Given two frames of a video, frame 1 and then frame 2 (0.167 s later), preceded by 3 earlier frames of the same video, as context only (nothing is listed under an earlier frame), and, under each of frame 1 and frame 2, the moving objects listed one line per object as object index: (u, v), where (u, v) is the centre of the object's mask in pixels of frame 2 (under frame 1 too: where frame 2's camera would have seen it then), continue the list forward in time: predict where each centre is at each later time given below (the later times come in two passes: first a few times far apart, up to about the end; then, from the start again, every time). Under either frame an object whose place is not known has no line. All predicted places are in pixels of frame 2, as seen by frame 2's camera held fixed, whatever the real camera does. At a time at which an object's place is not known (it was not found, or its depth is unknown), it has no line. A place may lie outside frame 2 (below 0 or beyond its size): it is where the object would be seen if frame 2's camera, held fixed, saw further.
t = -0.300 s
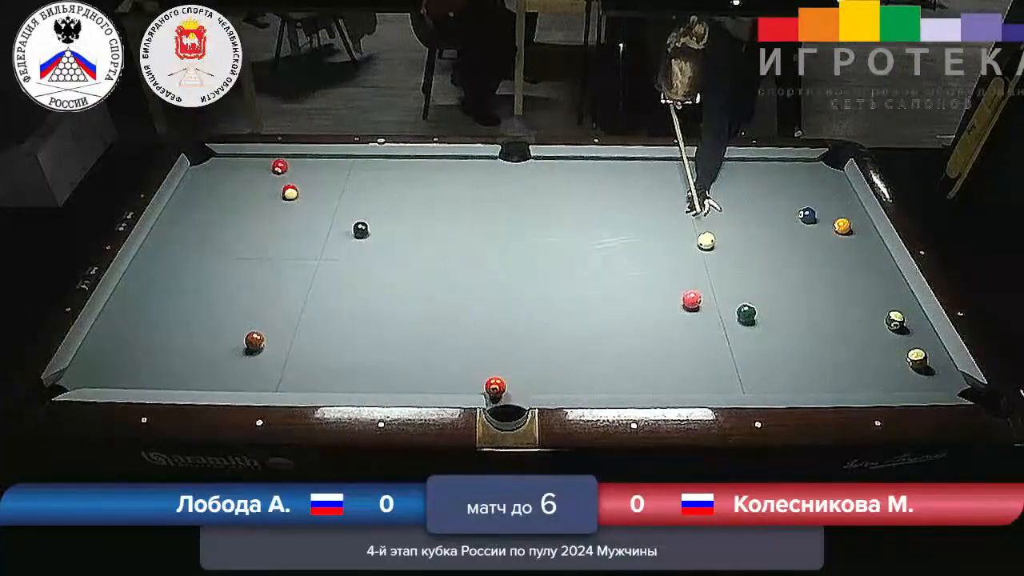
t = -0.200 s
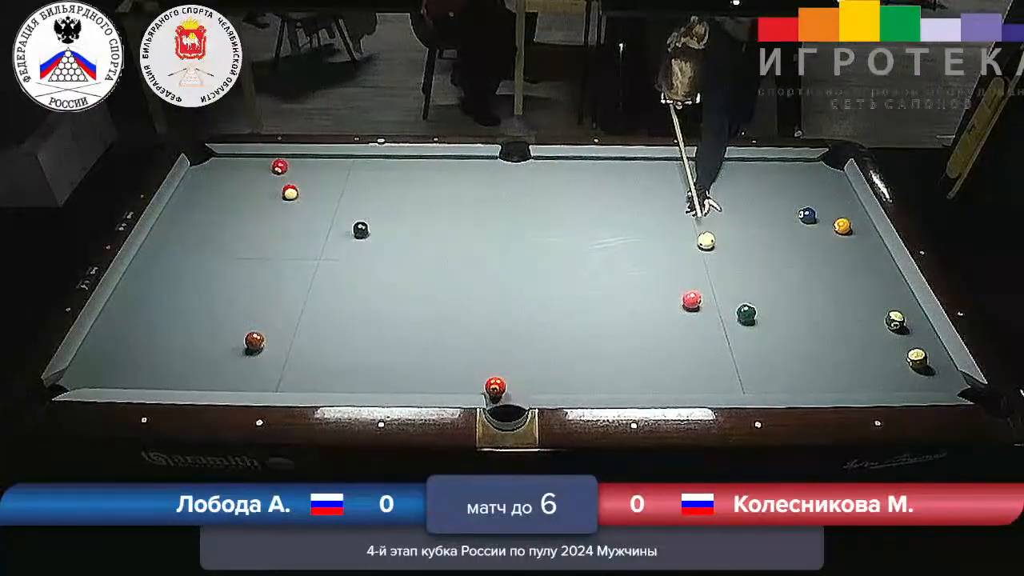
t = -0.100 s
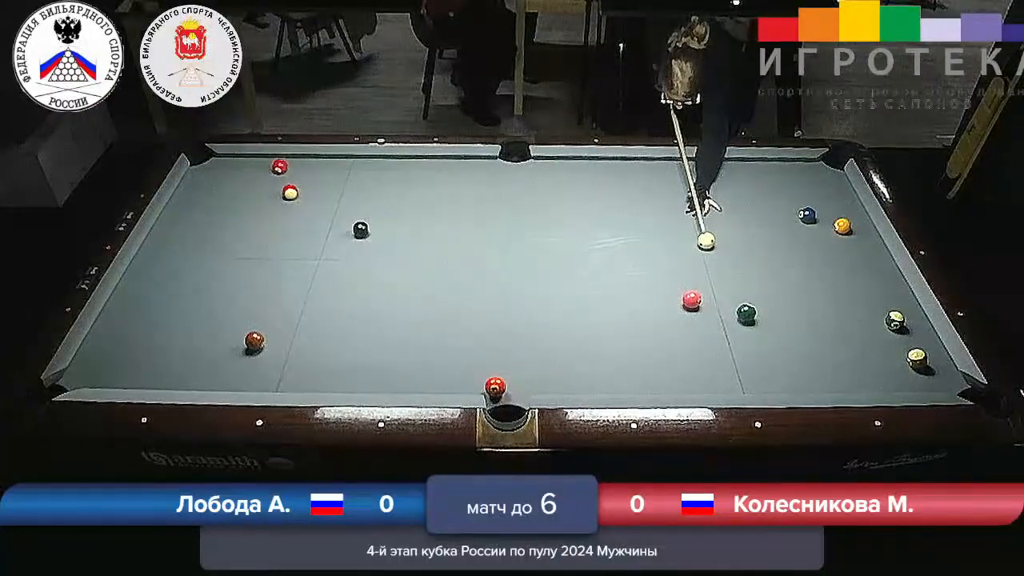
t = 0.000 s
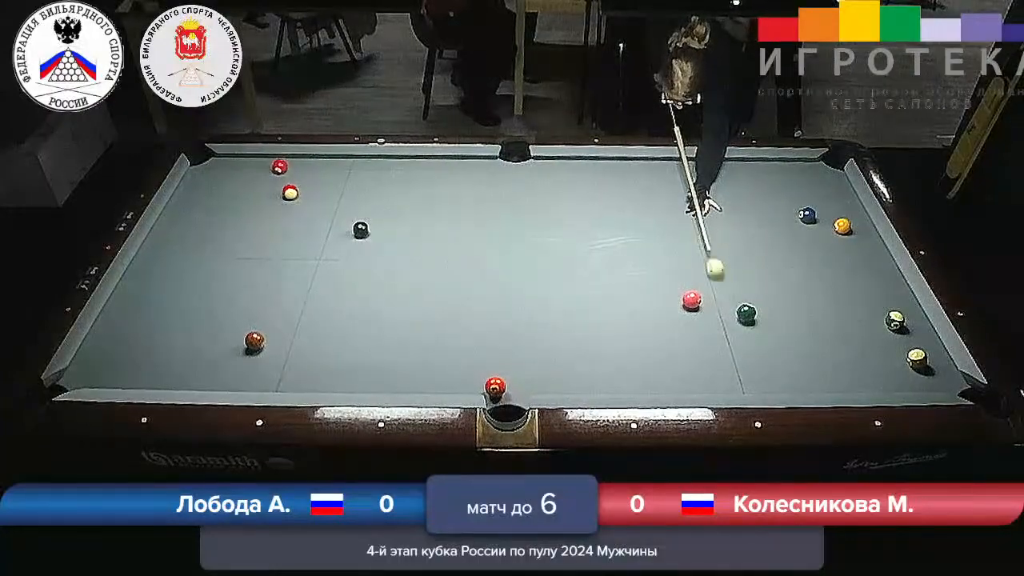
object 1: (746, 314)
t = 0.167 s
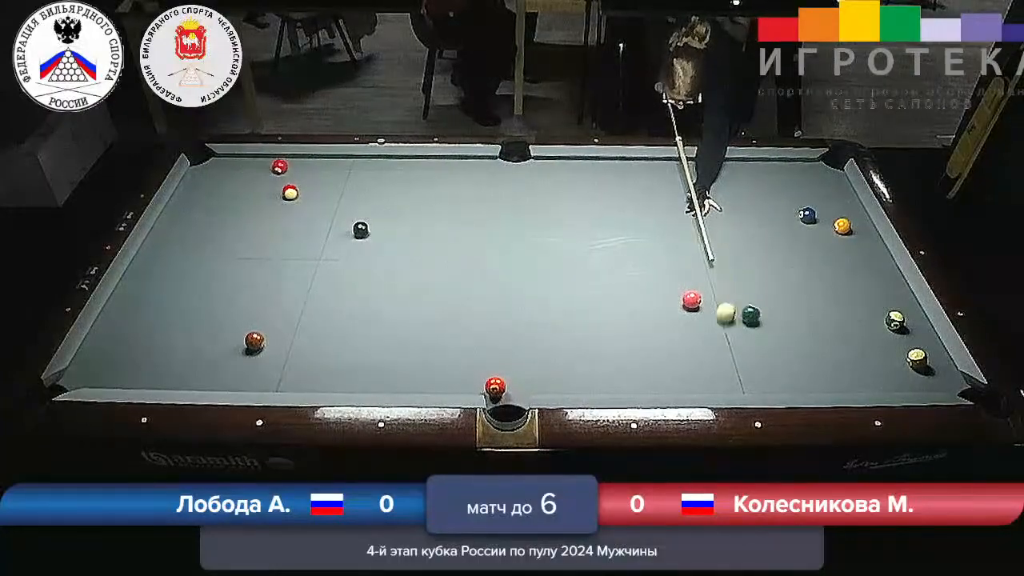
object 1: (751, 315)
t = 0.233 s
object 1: (763, 319)
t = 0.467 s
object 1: (793, 330)
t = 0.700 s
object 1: (824, 340)
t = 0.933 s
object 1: (854, 350)
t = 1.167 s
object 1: (880, 359)
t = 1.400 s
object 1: (908, 370)
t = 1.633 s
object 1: (930, 380)
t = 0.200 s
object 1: (757, 318)
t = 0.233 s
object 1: (763, 319)
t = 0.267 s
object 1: (766, 321)
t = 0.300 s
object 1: (771, 322)
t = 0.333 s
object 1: (777, 324)
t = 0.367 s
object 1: (779, 325)
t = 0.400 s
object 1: (785, 327)
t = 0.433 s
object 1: (790, 329)
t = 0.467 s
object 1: (793, 330)
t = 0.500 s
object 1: (798, 332)
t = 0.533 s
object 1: (803, 333)
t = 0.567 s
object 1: (806, 334)
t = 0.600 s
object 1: (810, 335)
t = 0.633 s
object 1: (816, 338)
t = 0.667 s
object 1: (818, 338)
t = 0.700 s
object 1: (824, 340)
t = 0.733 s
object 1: (828, 341)
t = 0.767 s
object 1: (831, 342)
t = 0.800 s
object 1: (836, 344)
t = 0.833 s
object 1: (841, 346)
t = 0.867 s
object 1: (844, 346)
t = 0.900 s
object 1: (849, 348)
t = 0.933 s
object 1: (854, 350)
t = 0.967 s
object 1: (856, 351)
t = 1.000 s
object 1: (861, 352)
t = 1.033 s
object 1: (866, 354)
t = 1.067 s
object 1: (868, 354)
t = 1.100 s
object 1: (873, 356)
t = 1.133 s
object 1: (878, 358)
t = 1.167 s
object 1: (880, 359)
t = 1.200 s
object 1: (885, 360)
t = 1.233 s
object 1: (889, 362)
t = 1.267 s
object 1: (892, 362)
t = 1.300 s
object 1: (896, 363)
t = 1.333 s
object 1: (901, 366)
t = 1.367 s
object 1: (903, 367)
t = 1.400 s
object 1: (908, 370)
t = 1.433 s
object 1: (912, 373)
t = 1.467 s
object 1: (913, 373)
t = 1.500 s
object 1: (917, 374)
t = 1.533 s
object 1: (921, 375)
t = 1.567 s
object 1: (923, 376)
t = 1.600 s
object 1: (927, 379)
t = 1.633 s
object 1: (930, 380)
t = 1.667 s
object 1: (932, 381)
